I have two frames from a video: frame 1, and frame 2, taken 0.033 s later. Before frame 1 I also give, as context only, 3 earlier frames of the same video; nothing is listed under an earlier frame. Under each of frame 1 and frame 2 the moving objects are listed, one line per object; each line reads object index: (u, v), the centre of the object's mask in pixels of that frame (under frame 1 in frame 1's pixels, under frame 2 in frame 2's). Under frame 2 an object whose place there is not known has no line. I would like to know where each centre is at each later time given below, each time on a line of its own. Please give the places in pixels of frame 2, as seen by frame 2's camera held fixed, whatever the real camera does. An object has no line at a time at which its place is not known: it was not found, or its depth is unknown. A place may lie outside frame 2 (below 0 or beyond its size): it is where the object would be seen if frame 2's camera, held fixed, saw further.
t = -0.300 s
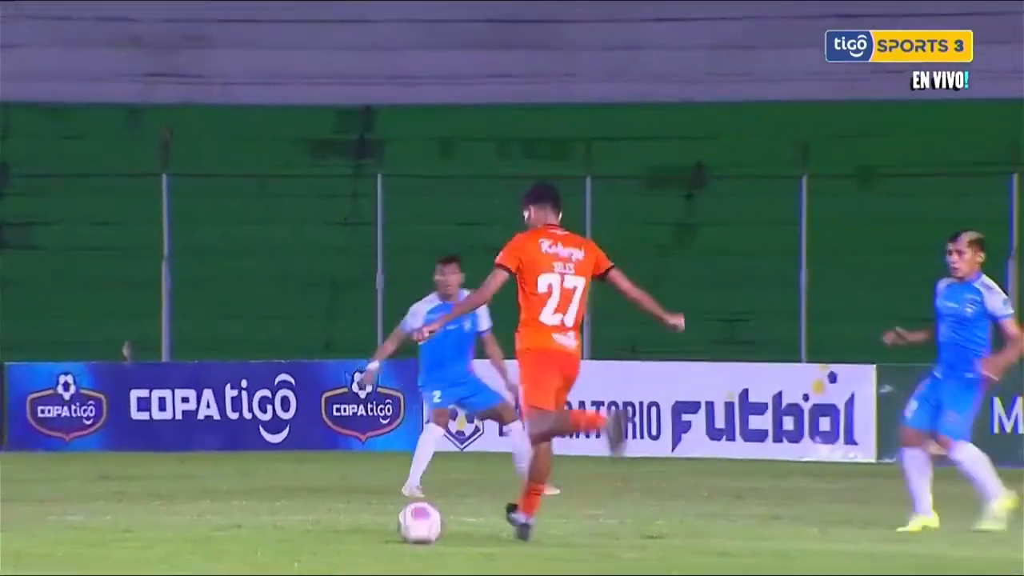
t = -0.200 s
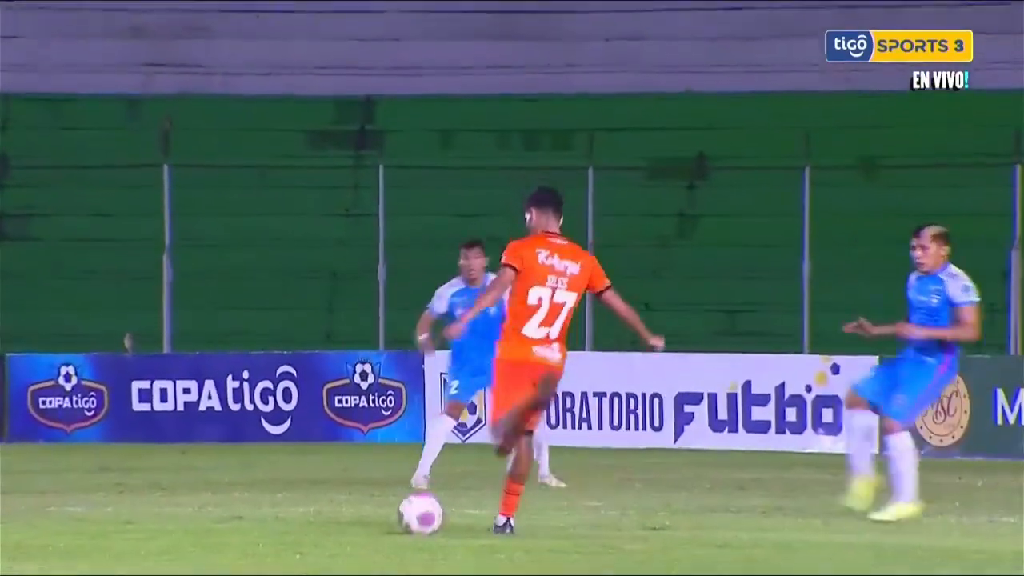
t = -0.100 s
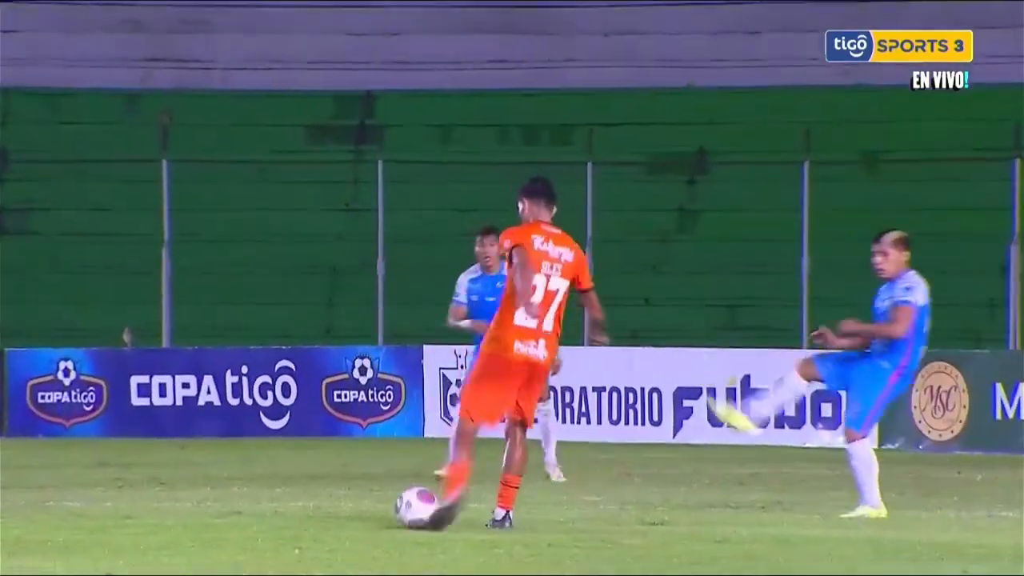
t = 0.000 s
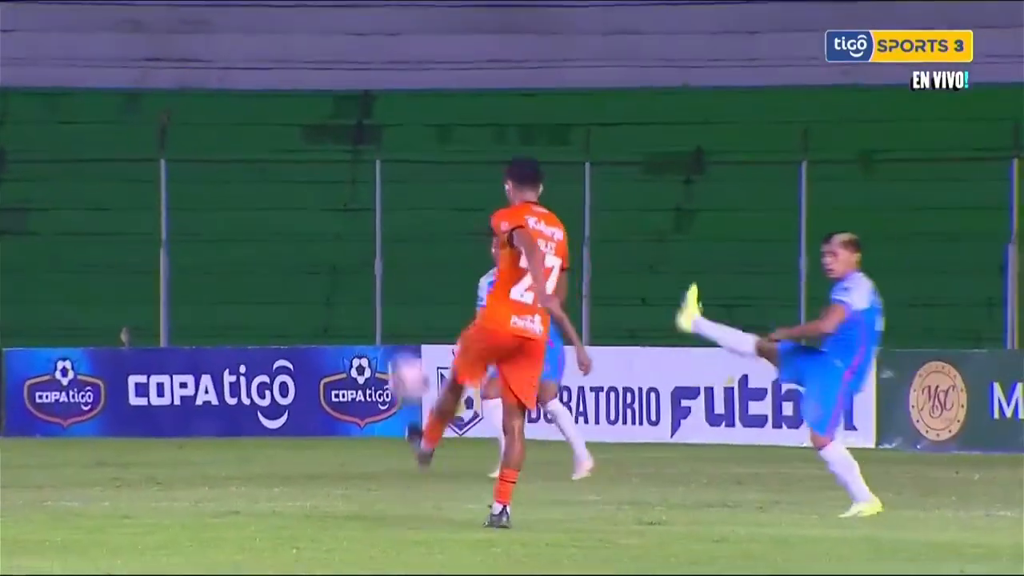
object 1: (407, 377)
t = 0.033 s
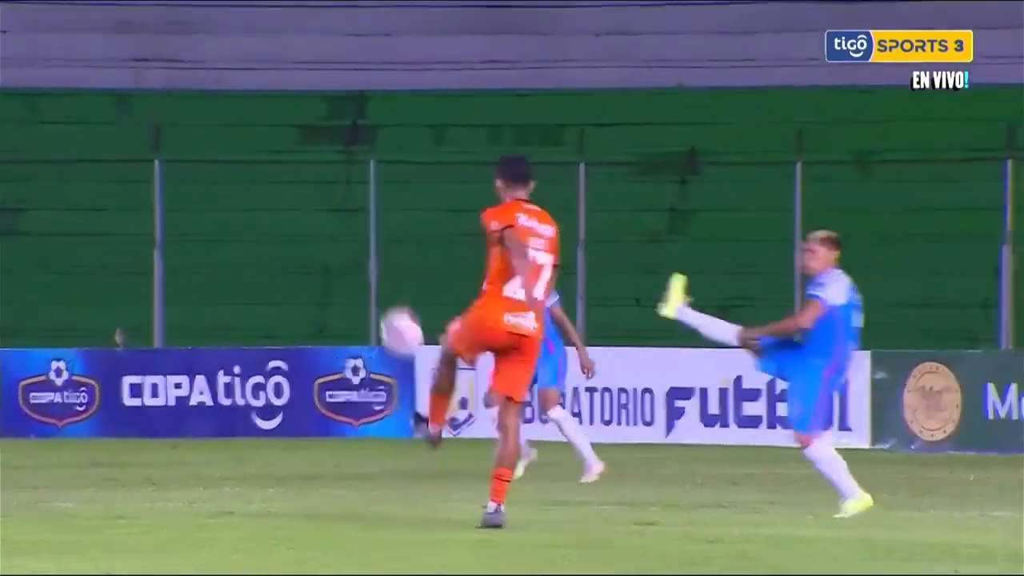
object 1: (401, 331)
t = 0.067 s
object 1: (404, 290)
